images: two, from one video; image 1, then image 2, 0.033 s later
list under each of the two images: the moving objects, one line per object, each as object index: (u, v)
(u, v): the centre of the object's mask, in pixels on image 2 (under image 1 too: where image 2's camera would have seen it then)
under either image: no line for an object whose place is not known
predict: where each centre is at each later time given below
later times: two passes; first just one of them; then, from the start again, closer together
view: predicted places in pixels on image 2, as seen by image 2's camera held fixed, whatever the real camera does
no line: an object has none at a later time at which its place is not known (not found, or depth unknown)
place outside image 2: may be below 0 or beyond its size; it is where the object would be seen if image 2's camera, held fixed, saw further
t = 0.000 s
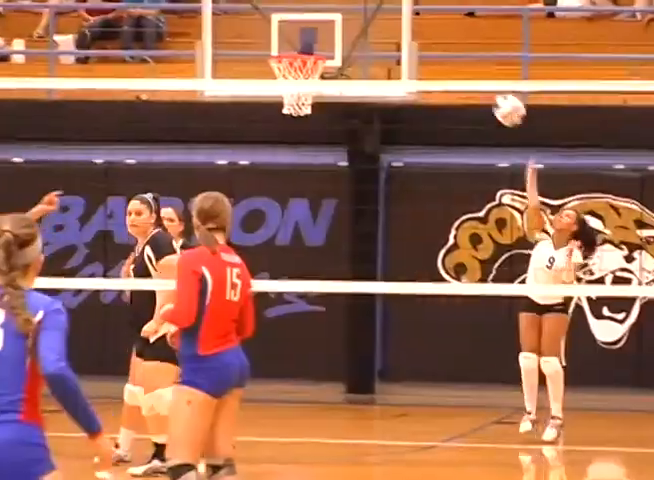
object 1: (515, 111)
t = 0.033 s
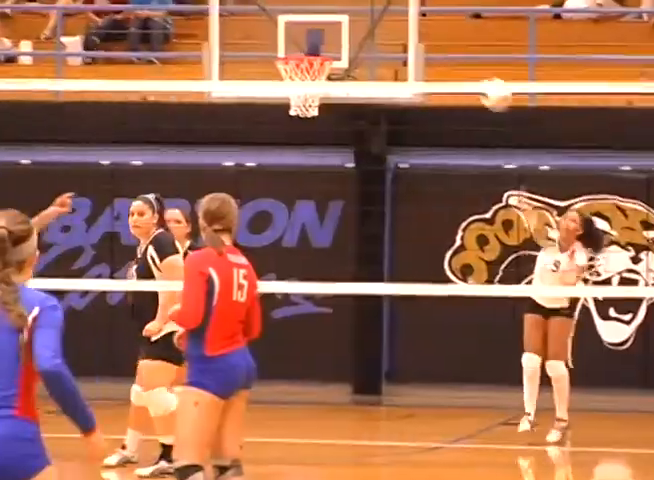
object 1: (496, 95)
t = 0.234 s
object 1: (360, 28)
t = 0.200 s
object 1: (384, 36)
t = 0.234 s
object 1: (360, 28)
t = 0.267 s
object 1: (334, 21)
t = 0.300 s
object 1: (307, 18)
